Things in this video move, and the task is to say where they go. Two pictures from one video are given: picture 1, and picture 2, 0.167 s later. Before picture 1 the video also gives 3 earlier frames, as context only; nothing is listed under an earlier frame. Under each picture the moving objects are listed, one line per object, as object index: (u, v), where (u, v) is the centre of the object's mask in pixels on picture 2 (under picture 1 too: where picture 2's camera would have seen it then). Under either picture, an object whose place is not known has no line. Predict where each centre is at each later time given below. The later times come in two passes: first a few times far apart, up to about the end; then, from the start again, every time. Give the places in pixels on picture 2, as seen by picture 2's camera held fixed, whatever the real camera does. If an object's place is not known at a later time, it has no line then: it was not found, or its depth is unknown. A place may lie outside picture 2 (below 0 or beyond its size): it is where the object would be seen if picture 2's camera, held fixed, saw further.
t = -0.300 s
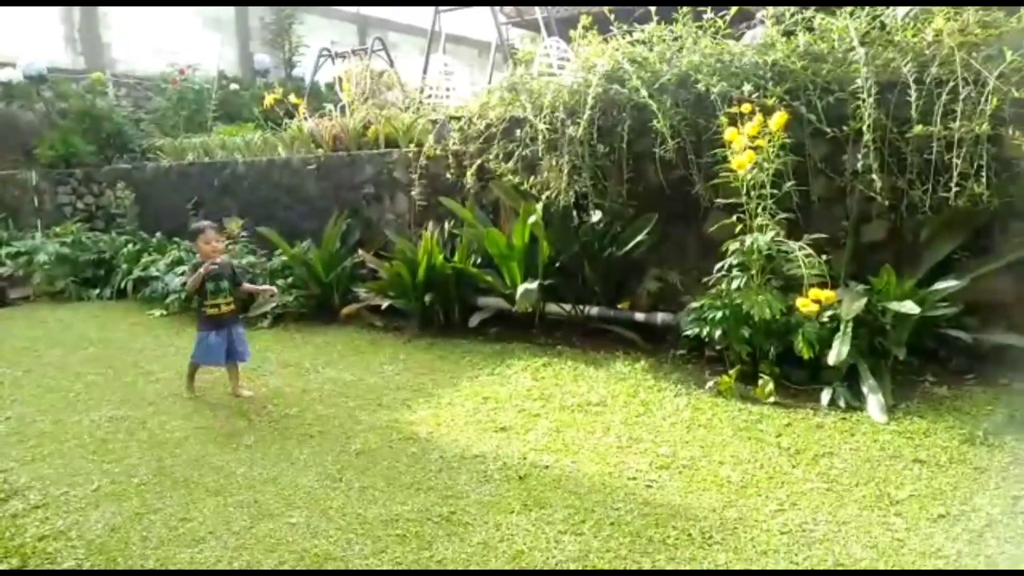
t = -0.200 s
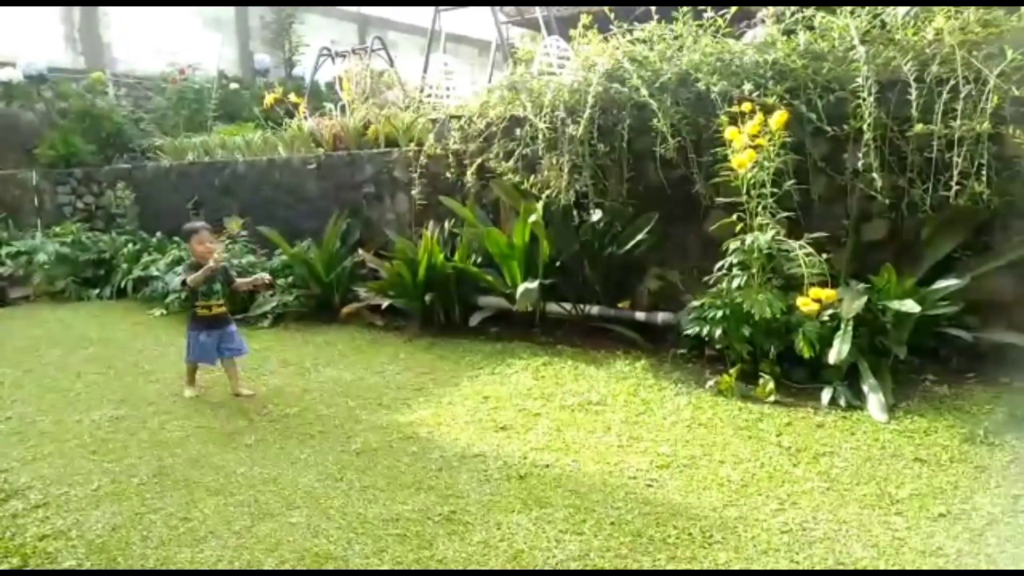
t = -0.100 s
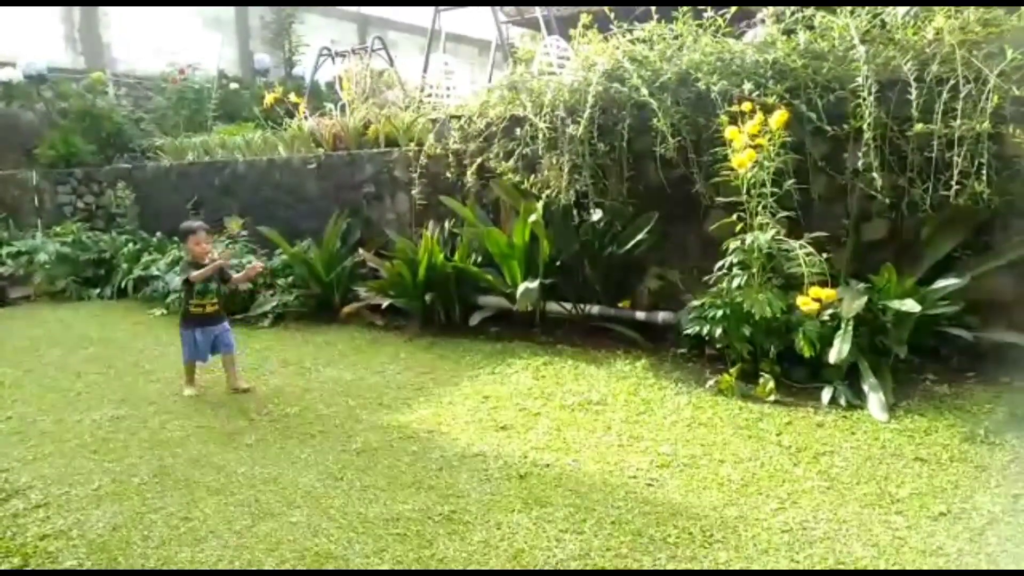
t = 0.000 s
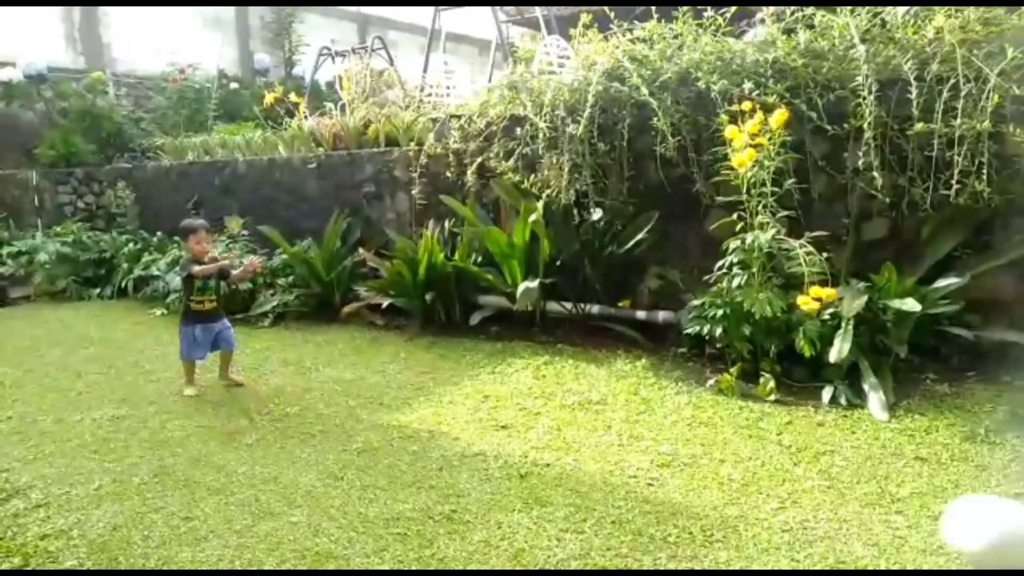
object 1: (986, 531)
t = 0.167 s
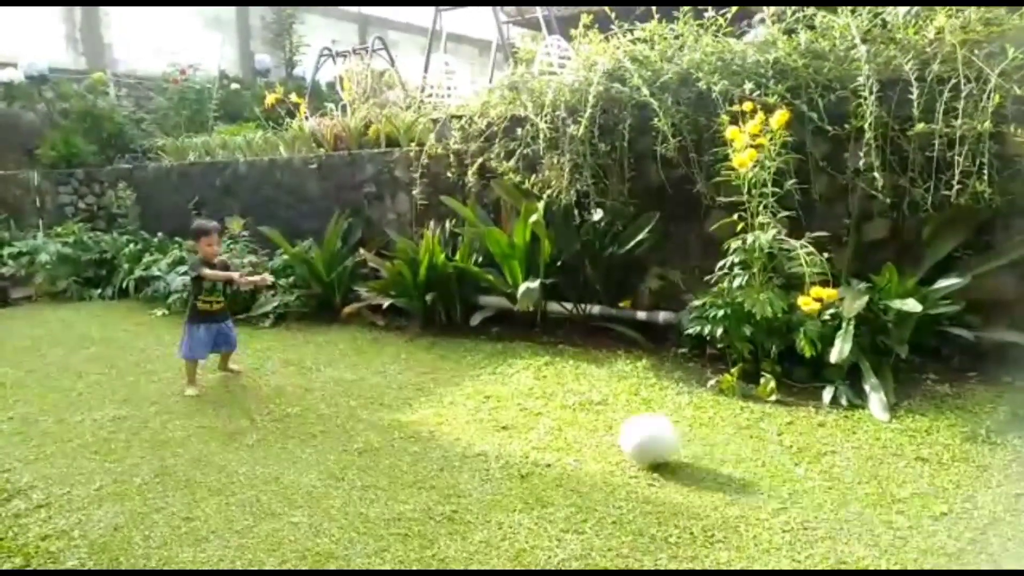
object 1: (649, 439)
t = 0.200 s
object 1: (606, 431)
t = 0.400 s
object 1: (446, 386)
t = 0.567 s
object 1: (363, 364)
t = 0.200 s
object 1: (606, 431)
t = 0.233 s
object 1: (572, 419)
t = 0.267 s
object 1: (539, 407)
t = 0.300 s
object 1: (510, 400)
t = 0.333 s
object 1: (486, 397)
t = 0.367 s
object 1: (464, 393)
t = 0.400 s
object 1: (446, 386)
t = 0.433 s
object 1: (426, 379)
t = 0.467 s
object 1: (409, 377)
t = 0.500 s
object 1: (393, 377)
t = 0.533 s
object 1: (378, 370)
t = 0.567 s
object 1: (363, 364)
